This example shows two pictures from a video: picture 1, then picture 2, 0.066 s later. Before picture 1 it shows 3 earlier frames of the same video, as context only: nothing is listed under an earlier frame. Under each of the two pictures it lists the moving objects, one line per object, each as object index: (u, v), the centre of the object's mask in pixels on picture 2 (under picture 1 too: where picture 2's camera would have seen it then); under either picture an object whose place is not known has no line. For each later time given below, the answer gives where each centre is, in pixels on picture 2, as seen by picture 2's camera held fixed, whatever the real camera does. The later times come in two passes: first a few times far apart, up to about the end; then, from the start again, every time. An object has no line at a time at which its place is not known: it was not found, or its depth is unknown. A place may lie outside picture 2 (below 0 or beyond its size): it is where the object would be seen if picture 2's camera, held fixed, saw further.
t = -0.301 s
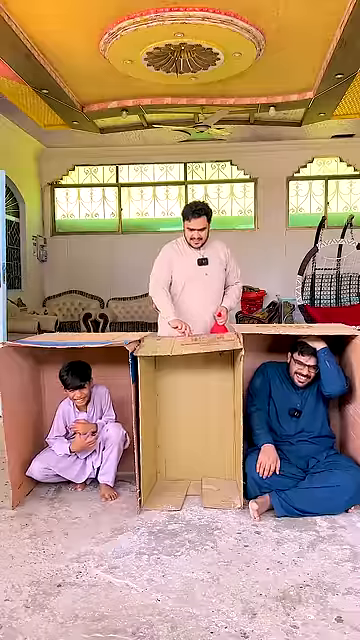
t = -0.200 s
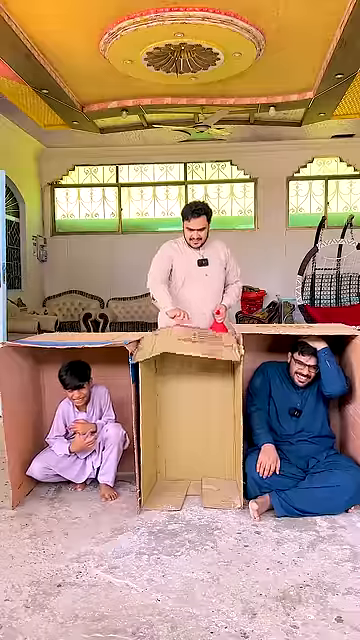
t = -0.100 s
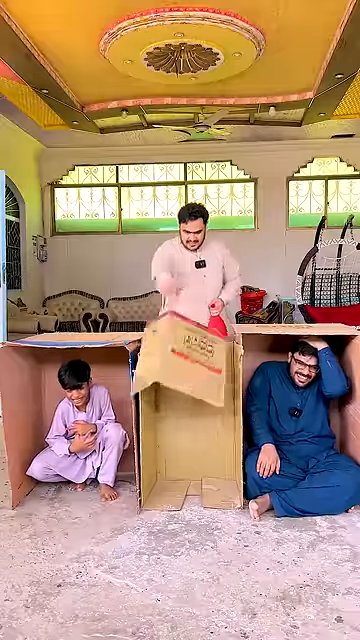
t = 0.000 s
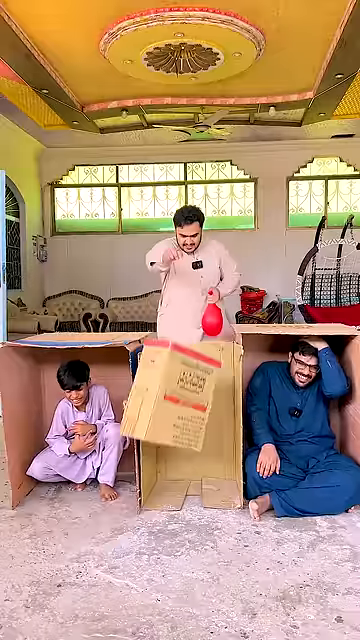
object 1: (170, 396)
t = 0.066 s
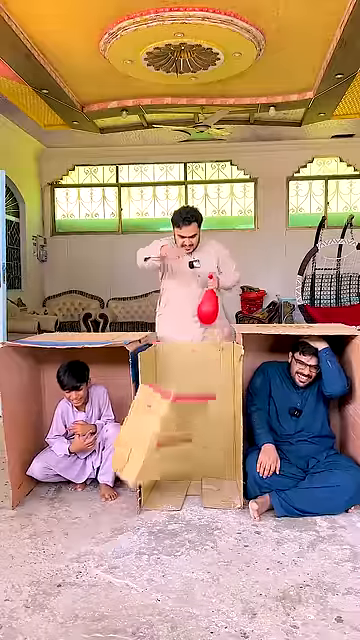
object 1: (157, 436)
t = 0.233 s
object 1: (156, 528)
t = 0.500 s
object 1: (144, 560)
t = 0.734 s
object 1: (144, 561)
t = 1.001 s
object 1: (144, 561)
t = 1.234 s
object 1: (138, 569)
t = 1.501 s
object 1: (123, 585)
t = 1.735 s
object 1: (123, 585)
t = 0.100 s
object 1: (140, 460)
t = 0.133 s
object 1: (132, 489)
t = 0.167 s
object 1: (138, 511)
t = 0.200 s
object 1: (150, 520)
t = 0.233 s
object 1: (156, 528)
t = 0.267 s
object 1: (154, 537)
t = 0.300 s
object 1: (136, 547)
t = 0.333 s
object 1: (132, 552)
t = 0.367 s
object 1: (138, 553)
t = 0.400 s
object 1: (146, 551)
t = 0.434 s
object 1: (146, 557)
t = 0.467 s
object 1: (144, 560)
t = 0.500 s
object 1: (144, 560)
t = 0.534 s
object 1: (144, 561)
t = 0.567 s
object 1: (144, 561)
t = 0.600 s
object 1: (144, 561)
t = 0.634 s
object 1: (144, 561)
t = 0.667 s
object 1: (144, 561)
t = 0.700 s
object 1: (144, 561)
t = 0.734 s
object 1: (144, 561)
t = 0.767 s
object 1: (144, 561)
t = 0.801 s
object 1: (144, 561)
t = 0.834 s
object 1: (144, 561)
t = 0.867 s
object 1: (144, 561)
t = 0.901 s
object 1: (144, 561)
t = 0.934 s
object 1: (144, 561)
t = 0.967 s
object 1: (144, 561)
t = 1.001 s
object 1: (144, 561)
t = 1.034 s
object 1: (144, 561)
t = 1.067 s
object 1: (144, 561)
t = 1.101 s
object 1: (144, 561)
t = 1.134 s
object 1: (144, 561)
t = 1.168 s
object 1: (144, 561)
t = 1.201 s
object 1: (142, 565)
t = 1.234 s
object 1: (138, 569)
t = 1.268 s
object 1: (136, 571)
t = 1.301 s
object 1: (132, 572)
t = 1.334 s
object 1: (129, 576)
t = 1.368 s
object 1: (127, 579)
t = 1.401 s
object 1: (124, 583)
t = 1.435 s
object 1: (124, 584)
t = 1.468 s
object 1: (123, 585)
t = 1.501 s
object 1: (123, 585)
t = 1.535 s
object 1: (123, 585)
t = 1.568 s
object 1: (123, 585)
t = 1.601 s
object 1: (123, 585)
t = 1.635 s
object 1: (123, 585)
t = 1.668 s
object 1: (123, 585)
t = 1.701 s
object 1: (123, 585)
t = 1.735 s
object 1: (123, 585)
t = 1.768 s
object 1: (123, 585)
